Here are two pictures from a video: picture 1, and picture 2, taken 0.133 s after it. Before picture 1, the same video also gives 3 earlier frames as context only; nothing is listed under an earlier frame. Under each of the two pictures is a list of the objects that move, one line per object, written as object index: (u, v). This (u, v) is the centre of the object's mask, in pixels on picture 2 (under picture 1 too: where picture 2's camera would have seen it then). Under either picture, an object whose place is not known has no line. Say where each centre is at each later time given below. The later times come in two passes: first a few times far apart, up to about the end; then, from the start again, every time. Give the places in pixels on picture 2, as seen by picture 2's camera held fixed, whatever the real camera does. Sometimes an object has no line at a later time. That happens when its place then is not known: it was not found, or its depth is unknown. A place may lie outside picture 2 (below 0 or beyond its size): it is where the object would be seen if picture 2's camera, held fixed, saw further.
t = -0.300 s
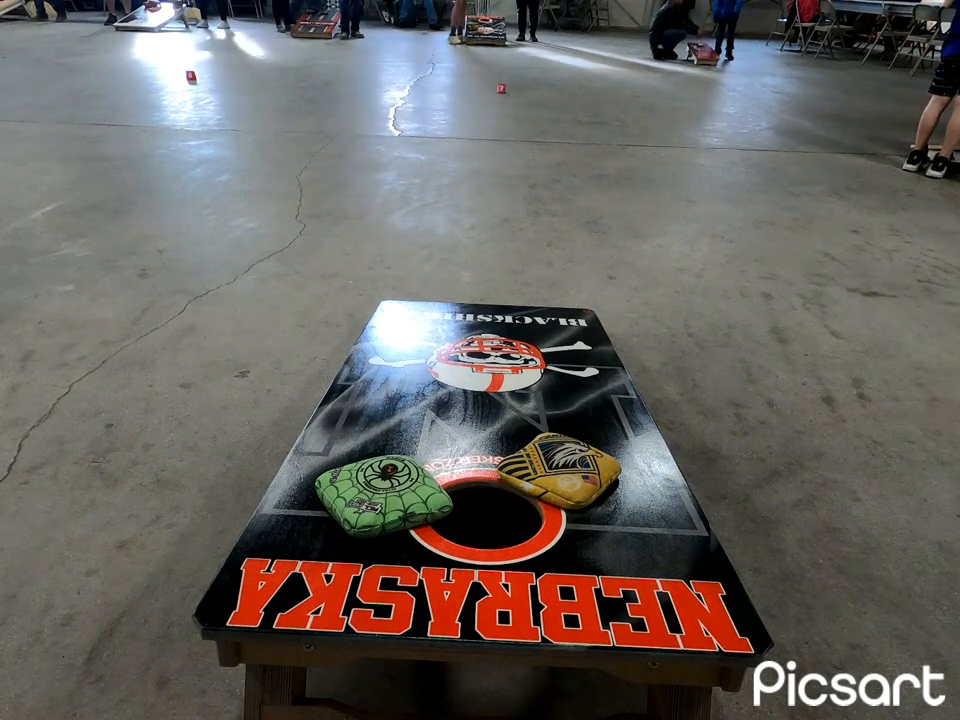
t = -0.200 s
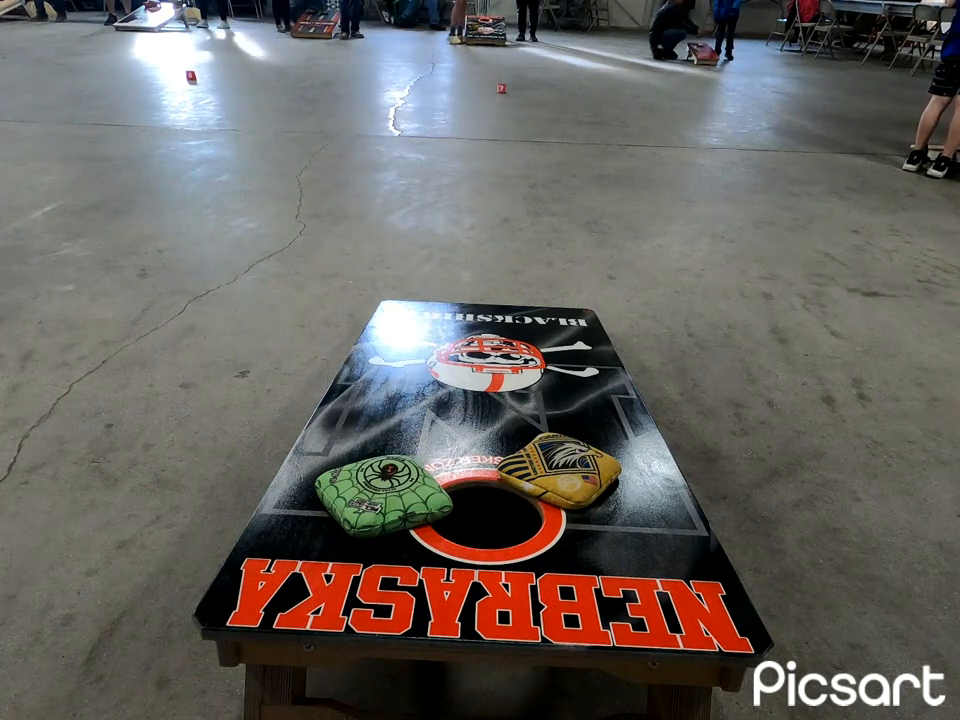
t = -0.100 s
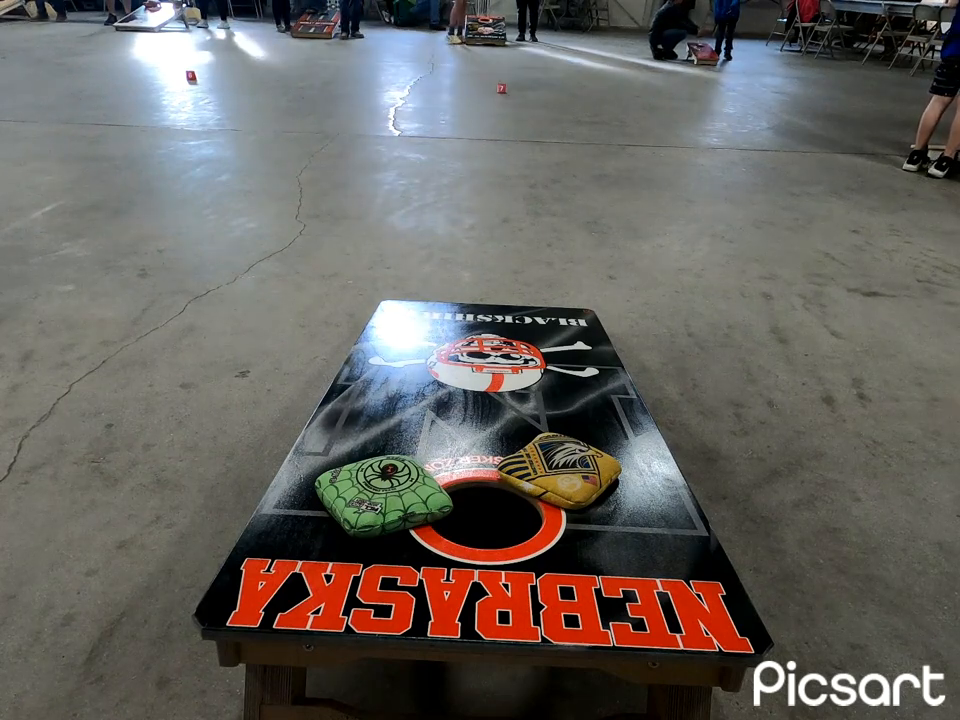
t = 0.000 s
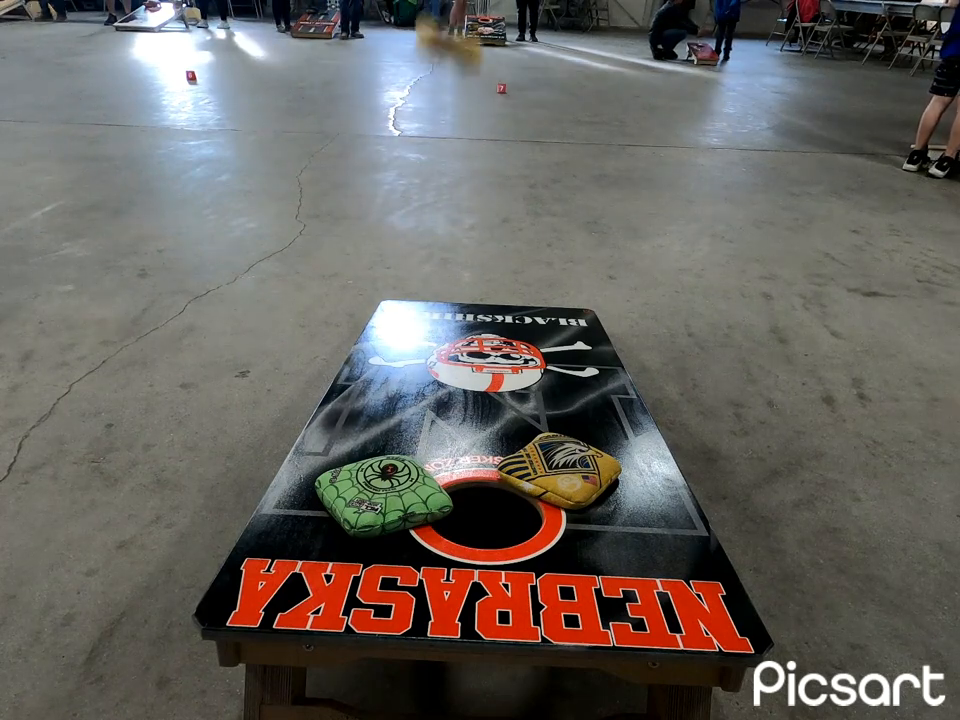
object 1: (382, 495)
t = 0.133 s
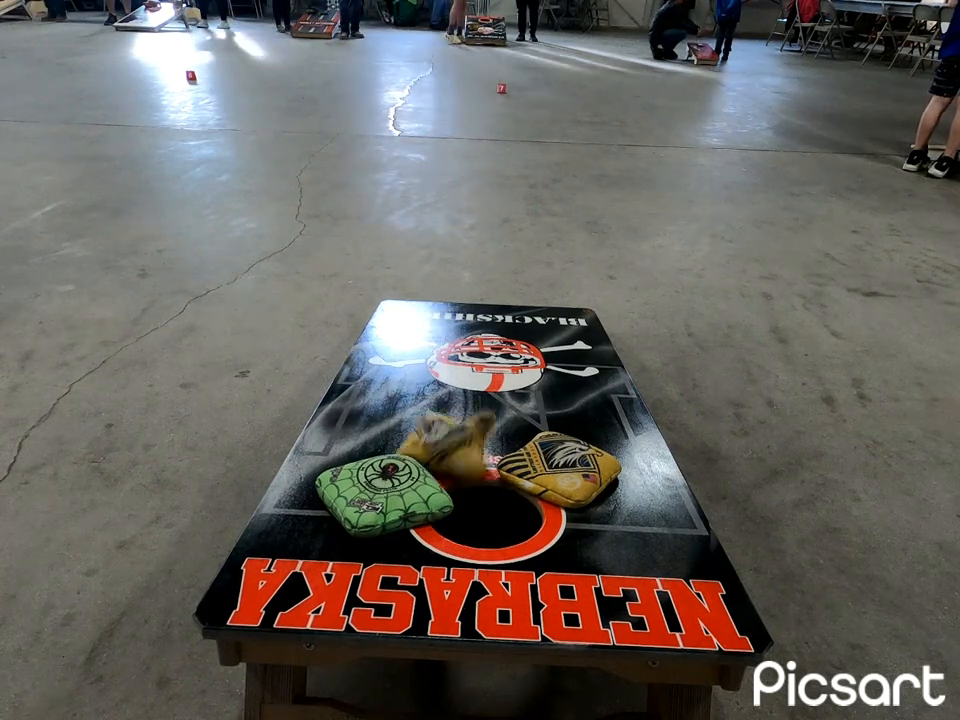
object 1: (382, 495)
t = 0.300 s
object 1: (363, 514)
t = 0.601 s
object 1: (363, 514)
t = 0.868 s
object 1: (363, 514)
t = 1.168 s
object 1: (363, 514)
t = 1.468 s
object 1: (363, 514)
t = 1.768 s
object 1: (363, 514)
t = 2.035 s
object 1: (363, 514)
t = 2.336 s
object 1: (363, 514)
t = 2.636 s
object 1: (363, 514)
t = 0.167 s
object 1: (377, 498)
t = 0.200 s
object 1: (368, 503)
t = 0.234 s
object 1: (365, 509)
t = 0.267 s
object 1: (364, 513)
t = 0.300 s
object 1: (363, 514)
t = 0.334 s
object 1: (363, 514)
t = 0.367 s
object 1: (363, 514)
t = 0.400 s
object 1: (363, 514)
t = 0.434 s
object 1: (363, 514)
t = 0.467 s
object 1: (363, 514)
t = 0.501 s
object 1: (363, 514)
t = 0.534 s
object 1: (363, 514)
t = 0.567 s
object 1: (363, 514)
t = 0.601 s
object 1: (363, 514)
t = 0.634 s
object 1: (363, 514)
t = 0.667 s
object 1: (363, 514)
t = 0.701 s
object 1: (363, 514)
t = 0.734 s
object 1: (363, 514)
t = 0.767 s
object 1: (363, 514)
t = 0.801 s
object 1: (363, 514)
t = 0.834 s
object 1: (363, 514)
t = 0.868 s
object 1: (363, 514)
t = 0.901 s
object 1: (363, 514)
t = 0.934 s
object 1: (363, 514)
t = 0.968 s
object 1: (363, 514)
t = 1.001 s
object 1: (363, 514)
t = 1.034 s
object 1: (363, 514)
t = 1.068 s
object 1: (363, 514)
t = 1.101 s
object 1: (363, 514)
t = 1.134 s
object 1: (363, 514)
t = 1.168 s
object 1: (363, 514)
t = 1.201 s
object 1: (363, 514)
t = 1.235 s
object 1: (363, 514)
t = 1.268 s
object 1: (363, 514)
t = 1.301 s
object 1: (363, 514)
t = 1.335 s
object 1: (363, 514)
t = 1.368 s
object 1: (363, 514)
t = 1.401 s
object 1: (363, 514)
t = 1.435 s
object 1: (363, 514)
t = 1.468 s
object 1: (363, 514)
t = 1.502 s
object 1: (363, 514)
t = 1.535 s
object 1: (363, 514)
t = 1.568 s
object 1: (363, 514)
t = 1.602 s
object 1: (363, 514)
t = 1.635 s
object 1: (363, 514)
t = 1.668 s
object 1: (363, 514)
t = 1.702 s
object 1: (363, 514)
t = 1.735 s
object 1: (363, 514)
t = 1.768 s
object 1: (363, 514)
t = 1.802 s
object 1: (363, 514)
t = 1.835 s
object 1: (363, 514)
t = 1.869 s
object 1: (363, 514)
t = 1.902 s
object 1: (363, 514)
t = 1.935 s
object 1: (363, 514)
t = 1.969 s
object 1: (363, 514)
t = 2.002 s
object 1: (363, 514)
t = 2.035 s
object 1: (363, 514)
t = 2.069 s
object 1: (363, 514)
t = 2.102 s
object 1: (363, 514)
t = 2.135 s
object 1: (363, 514)
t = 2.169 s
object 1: (363, 514)
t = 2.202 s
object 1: (363, 514)
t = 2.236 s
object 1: (363, 514)
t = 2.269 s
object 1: (363, 514)
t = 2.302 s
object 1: (363, 514)
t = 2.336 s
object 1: (363, 514)
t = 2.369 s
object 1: (363, 514)
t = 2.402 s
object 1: (363, 514)
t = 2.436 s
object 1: (363, 514)
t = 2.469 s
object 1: (363, 514)
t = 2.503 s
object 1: (363, 514)
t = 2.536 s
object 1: (363, 514)
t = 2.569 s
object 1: (363, 514)
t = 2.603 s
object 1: (363, 514)
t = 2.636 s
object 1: (363, 514)
